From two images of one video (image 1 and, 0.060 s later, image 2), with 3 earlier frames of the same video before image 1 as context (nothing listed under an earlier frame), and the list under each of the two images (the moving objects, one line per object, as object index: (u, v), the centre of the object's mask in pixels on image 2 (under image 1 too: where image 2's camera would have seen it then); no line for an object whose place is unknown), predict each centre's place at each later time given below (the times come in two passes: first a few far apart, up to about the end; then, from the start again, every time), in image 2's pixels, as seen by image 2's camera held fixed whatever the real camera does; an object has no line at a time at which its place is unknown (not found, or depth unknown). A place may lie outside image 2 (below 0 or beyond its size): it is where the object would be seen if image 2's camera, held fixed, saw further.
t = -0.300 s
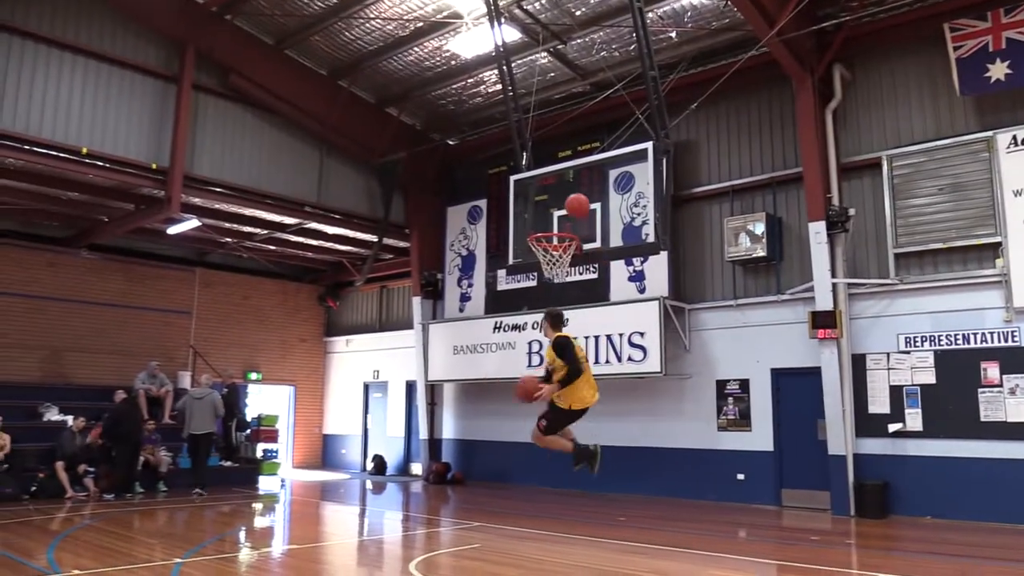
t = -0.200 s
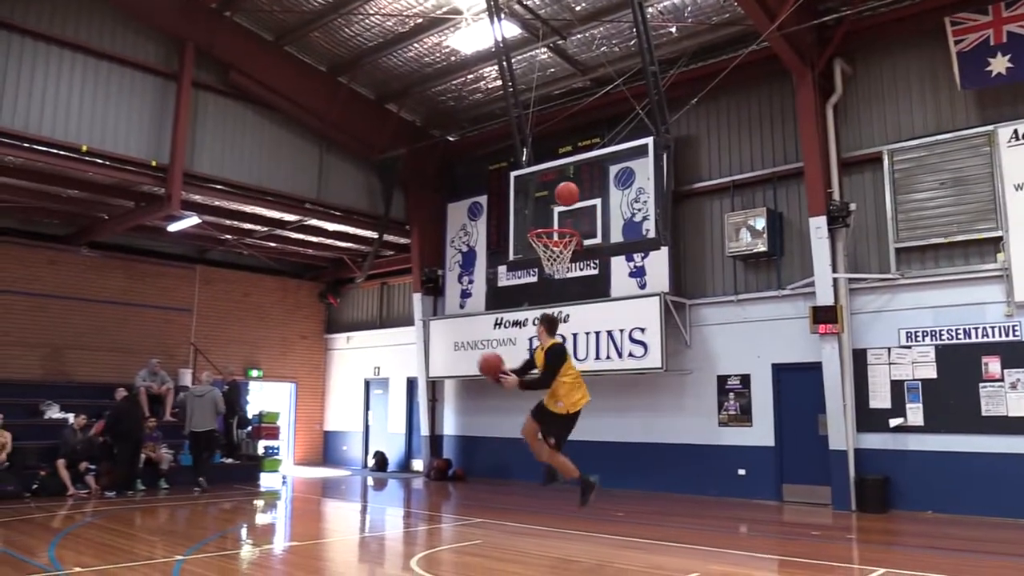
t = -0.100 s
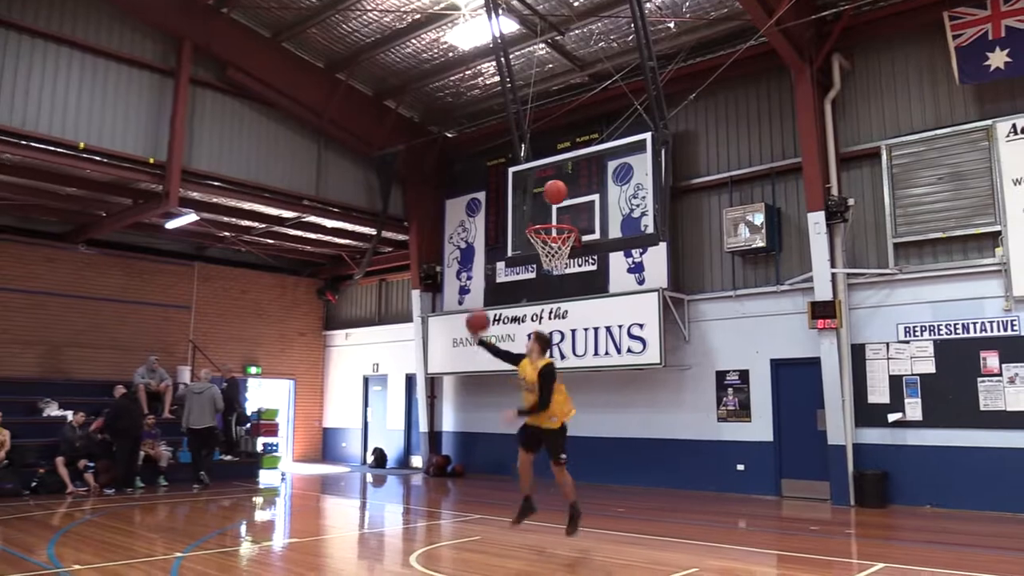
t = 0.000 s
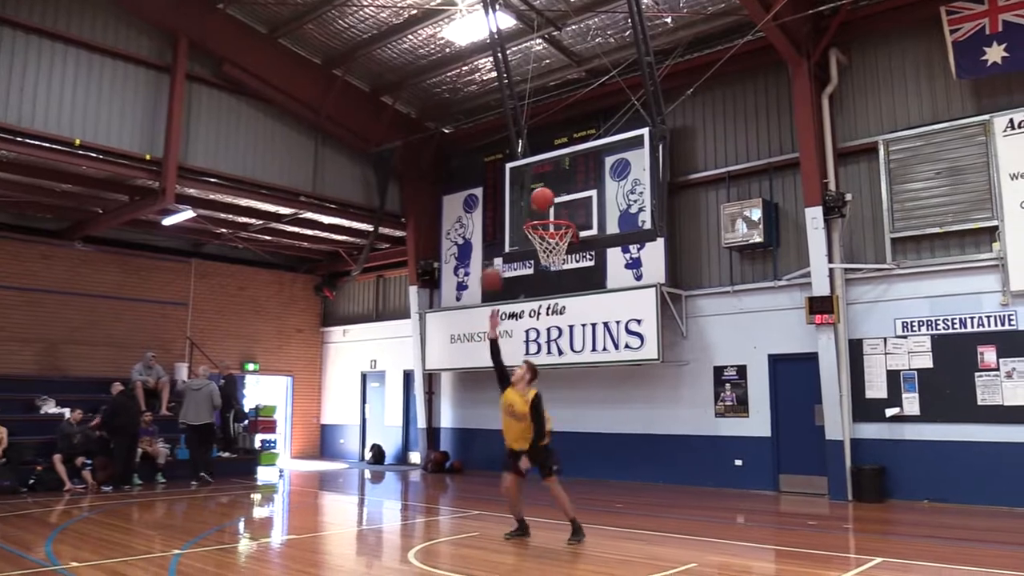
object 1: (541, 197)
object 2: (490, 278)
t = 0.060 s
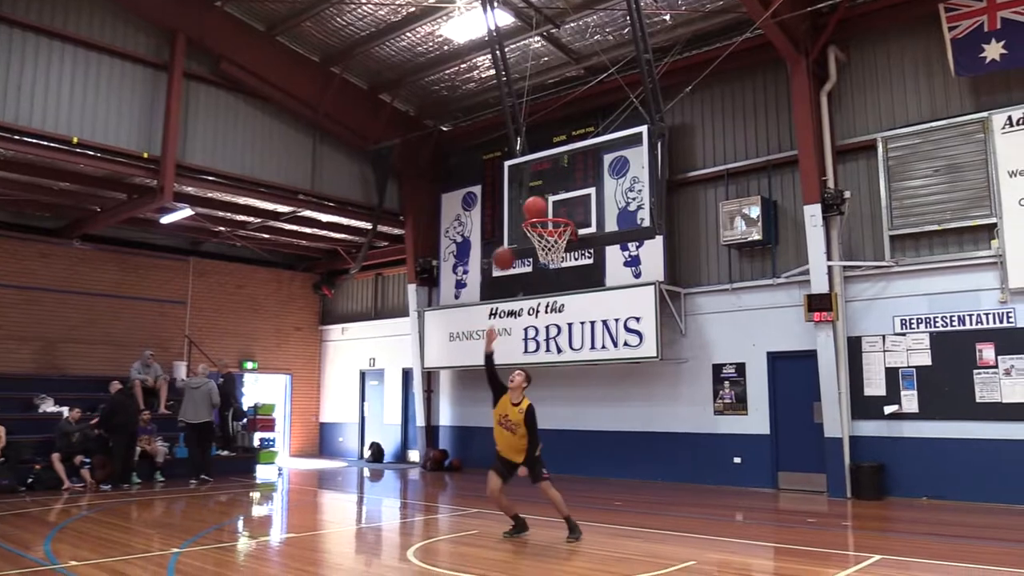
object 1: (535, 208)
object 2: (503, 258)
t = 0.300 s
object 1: (526, 204)
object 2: (508, 298)
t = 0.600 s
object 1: (493, 229)
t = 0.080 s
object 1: (533, 210)
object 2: (507, 253)
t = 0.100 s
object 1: (530, 214)
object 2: (511, 249)
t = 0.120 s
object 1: (527, 218)
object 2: (514, 245)
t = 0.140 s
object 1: (528, 217)
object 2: (515, 247)
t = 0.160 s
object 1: (533, 214)
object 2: (514, 250)
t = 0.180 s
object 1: (536, 212)
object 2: (515, 256)
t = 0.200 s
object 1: (536, 211)
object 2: (514, 261)
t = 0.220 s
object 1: (534, 210)
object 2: (513, 269)
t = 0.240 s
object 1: (533, 208)
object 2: (511, 277)
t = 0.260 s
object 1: (530, 206)
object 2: (510, 285)
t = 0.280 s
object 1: (529, 205)
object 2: (509, 290)
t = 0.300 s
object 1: (526, 204)
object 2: (508, 298)
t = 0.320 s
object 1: (524, 202)
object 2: (508, 307)
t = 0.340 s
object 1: (522, 202)
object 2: (507, 316)
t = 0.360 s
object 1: (519, 202)
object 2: (505, 326)
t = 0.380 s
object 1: (518, 202)
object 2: (505, 335)
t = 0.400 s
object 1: (515, 202)
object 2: (503, 345)
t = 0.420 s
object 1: (513, 203)
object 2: (502, 355)
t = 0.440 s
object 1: (511, 204)
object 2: (501, 366)
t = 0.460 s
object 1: (508, 206)
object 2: (501, 379)
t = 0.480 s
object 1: (506, 208)
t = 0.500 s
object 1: (504, 211)
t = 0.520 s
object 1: (501, 214)
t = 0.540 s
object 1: (499, 217)
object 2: (497, 430)
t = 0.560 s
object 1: (497, 221)
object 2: (496, 443)
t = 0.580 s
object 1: (494, 225)
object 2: (495, 455)
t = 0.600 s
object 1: (493, 229)
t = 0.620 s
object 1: (490, 234)
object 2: (494, 481)
